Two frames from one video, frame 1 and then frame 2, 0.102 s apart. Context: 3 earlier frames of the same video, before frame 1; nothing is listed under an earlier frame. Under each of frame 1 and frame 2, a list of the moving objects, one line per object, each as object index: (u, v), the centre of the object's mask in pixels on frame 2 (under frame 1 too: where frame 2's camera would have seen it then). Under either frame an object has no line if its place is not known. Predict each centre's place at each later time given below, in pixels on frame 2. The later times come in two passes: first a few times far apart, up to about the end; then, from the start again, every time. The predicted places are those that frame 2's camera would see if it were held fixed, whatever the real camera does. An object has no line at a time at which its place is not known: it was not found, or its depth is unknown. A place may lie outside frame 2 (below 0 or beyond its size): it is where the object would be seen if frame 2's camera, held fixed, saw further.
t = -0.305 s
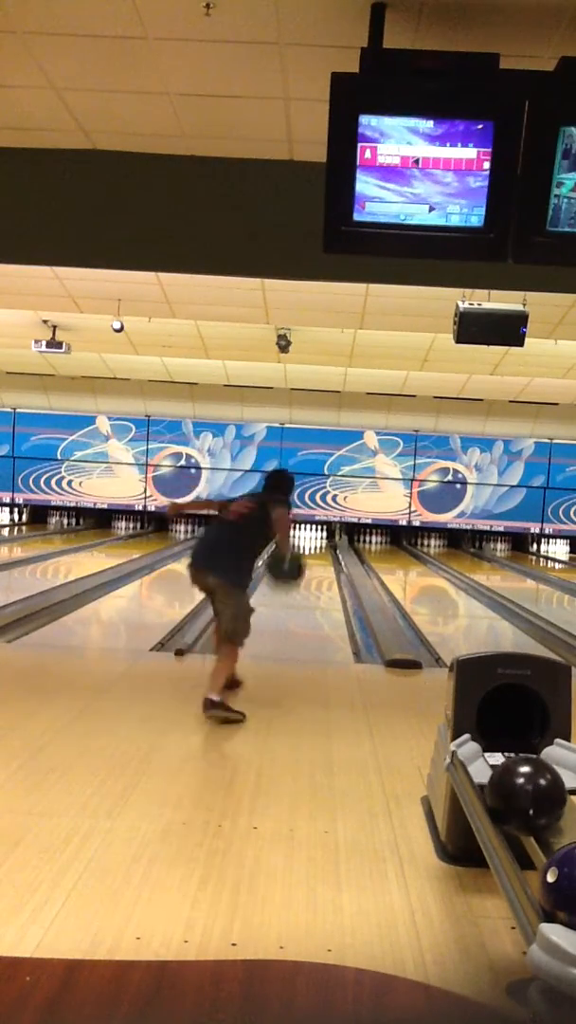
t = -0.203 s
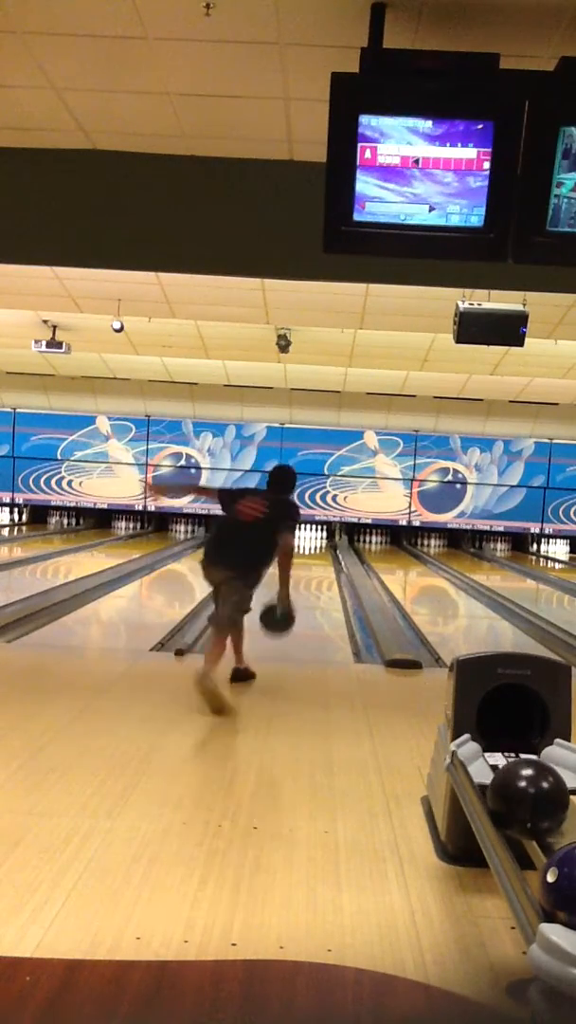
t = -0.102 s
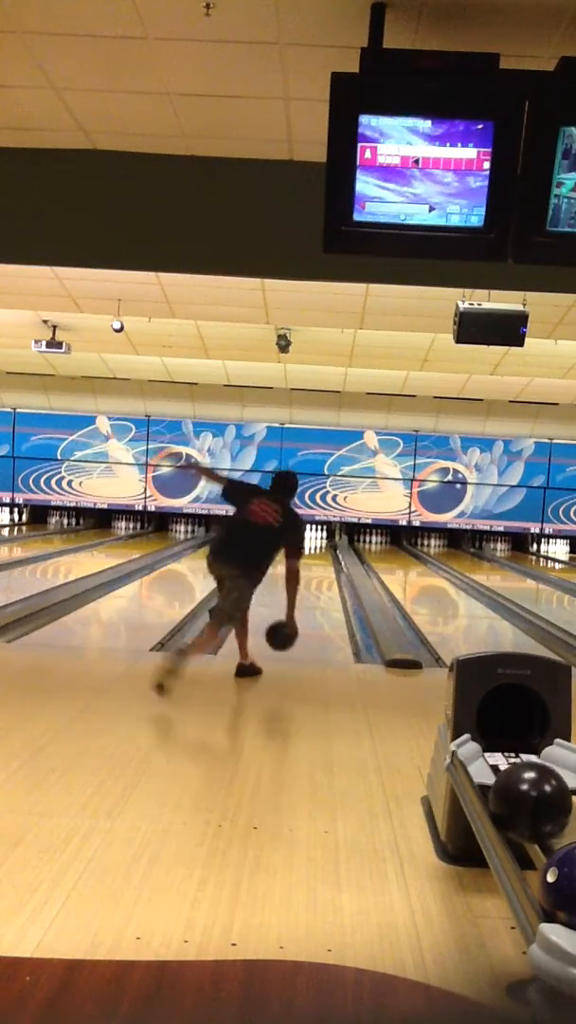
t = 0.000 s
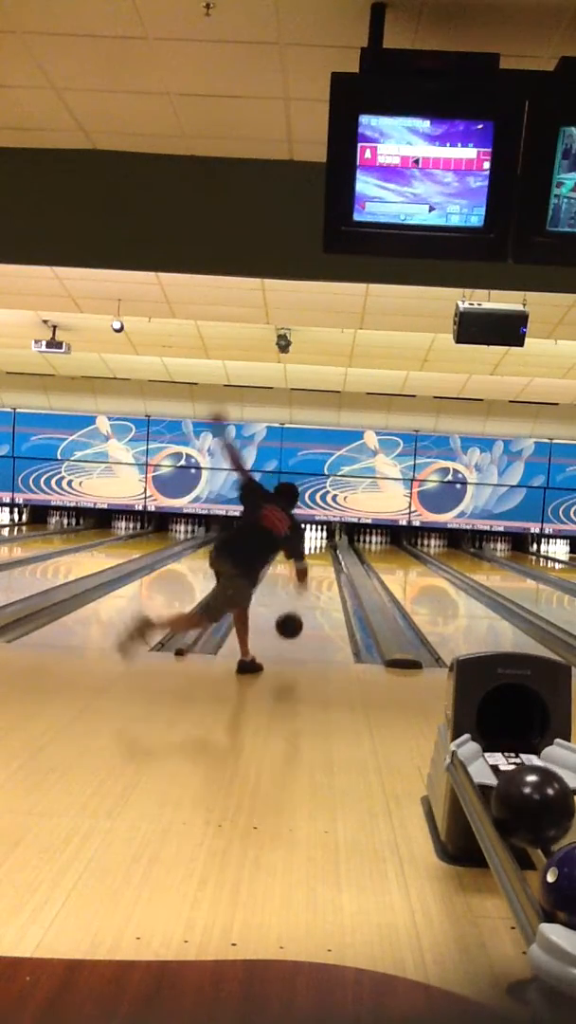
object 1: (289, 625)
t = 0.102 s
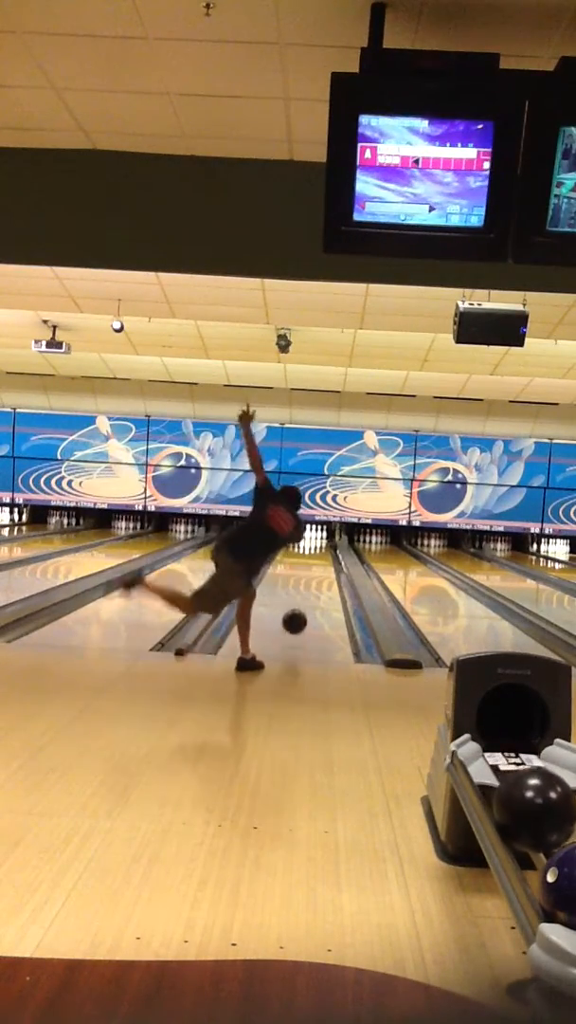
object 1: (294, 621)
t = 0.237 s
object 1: (300, 616)
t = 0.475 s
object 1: (308, 595)
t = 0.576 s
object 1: (310, 588)
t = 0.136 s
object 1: (296, 622)
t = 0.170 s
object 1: (297, 623)
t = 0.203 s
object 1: (299, 619)
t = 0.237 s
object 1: (300, 616)
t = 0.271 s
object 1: (302, 612)
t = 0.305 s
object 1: (303, 609)
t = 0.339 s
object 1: (304, 605)
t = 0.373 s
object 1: (305, 602)
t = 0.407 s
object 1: (306, 600)
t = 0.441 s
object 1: (307, 597)
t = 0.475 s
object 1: (308, 595)
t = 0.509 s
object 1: (309, 592)
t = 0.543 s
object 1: (309, 590)
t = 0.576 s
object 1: (310, 588)
